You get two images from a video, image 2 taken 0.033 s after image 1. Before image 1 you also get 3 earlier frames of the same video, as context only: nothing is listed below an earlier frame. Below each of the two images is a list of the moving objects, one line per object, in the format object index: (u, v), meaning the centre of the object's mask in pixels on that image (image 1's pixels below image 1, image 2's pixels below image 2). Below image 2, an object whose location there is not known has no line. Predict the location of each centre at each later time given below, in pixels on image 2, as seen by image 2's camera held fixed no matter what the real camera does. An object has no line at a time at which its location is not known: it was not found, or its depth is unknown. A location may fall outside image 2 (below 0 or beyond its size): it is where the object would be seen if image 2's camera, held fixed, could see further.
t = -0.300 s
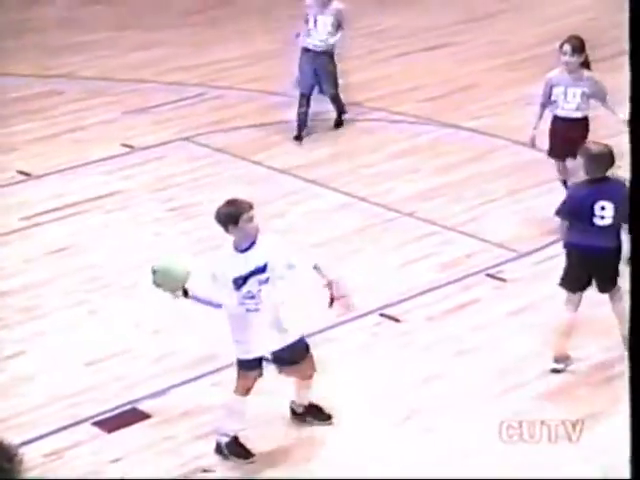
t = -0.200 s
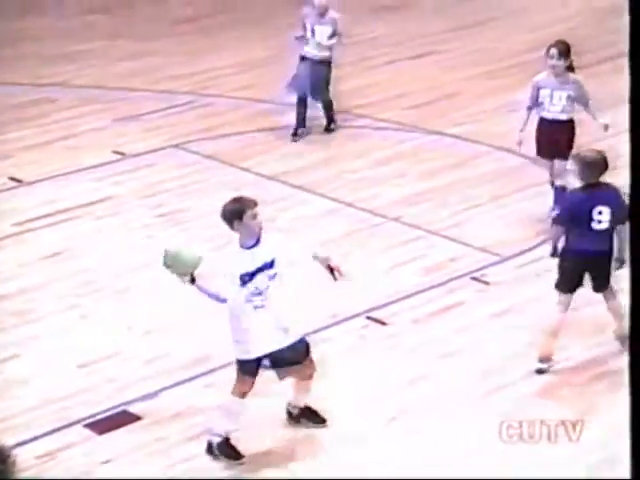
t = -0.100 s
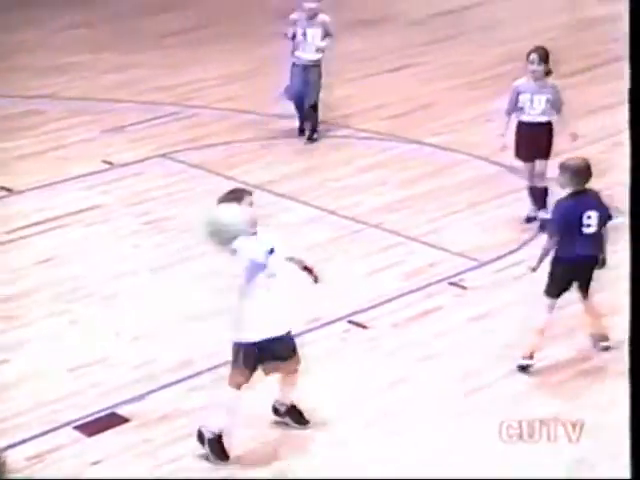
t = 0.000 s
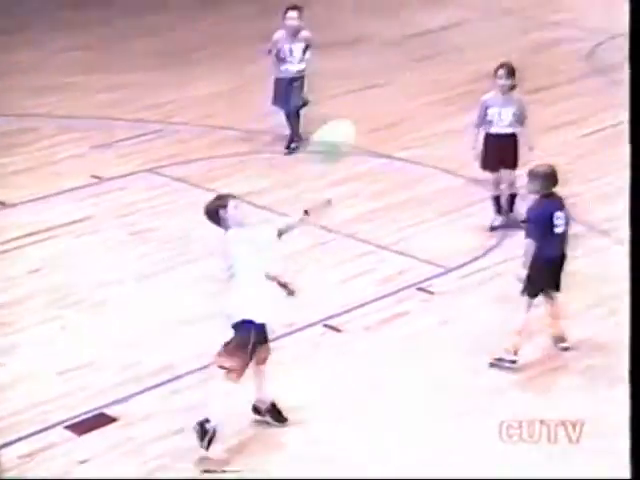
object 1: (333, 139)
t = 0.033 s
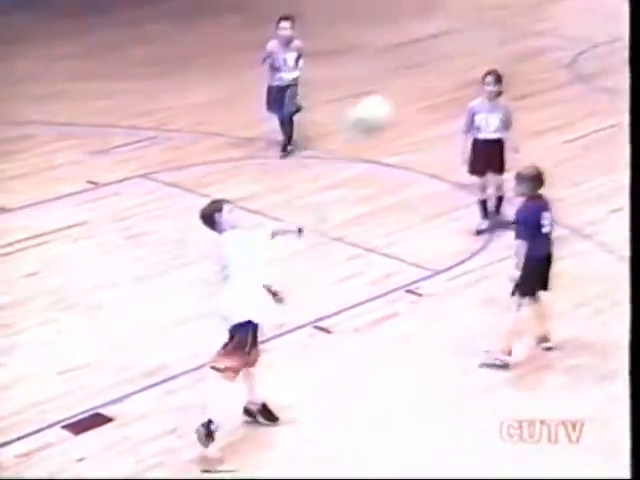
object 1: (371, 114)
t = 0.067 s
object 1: (413, 86)
